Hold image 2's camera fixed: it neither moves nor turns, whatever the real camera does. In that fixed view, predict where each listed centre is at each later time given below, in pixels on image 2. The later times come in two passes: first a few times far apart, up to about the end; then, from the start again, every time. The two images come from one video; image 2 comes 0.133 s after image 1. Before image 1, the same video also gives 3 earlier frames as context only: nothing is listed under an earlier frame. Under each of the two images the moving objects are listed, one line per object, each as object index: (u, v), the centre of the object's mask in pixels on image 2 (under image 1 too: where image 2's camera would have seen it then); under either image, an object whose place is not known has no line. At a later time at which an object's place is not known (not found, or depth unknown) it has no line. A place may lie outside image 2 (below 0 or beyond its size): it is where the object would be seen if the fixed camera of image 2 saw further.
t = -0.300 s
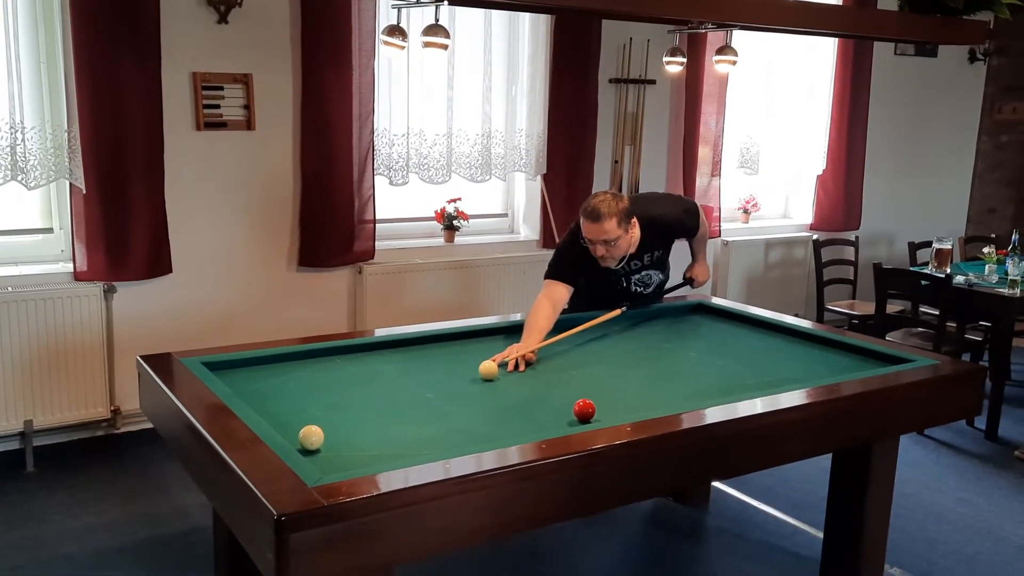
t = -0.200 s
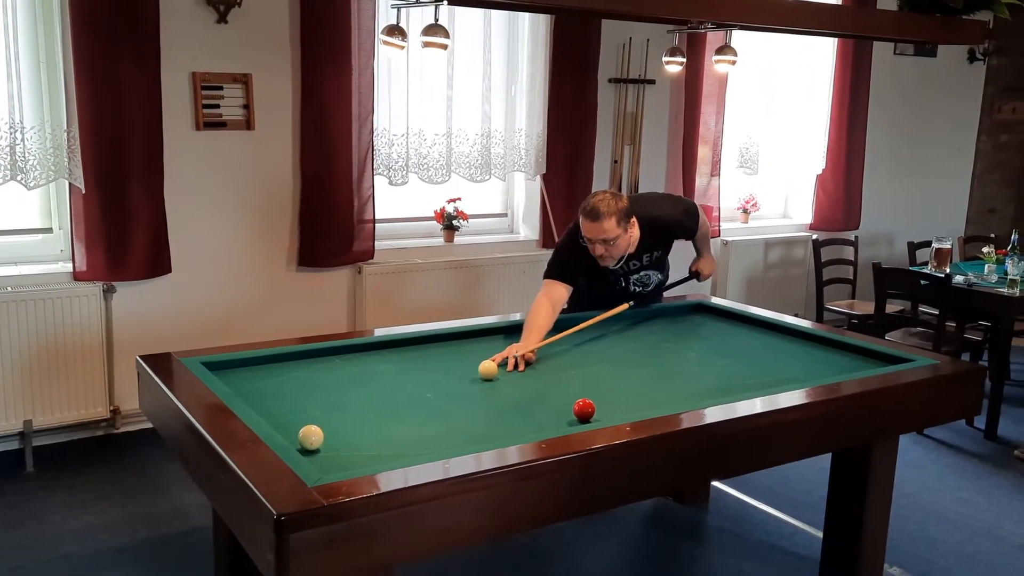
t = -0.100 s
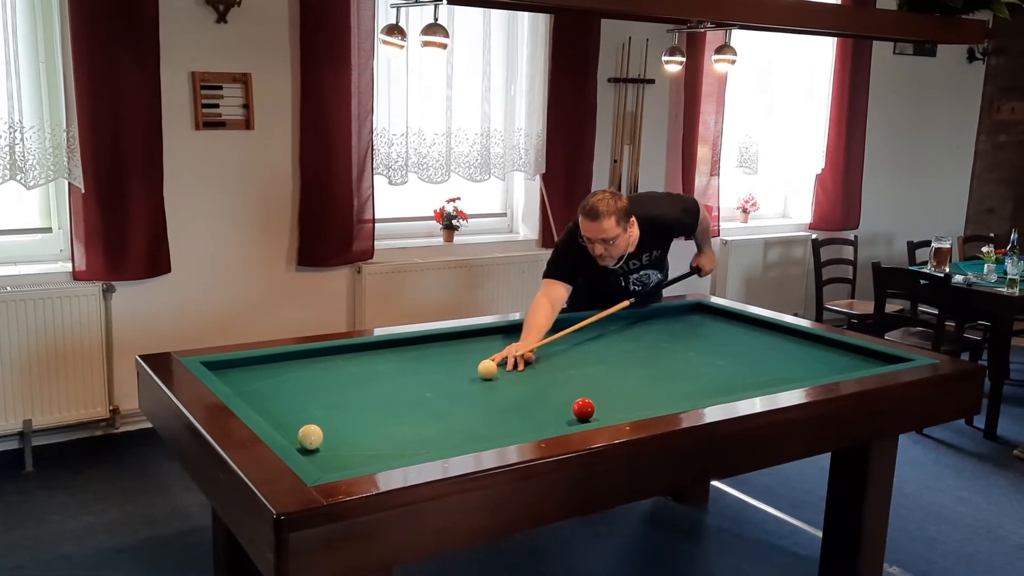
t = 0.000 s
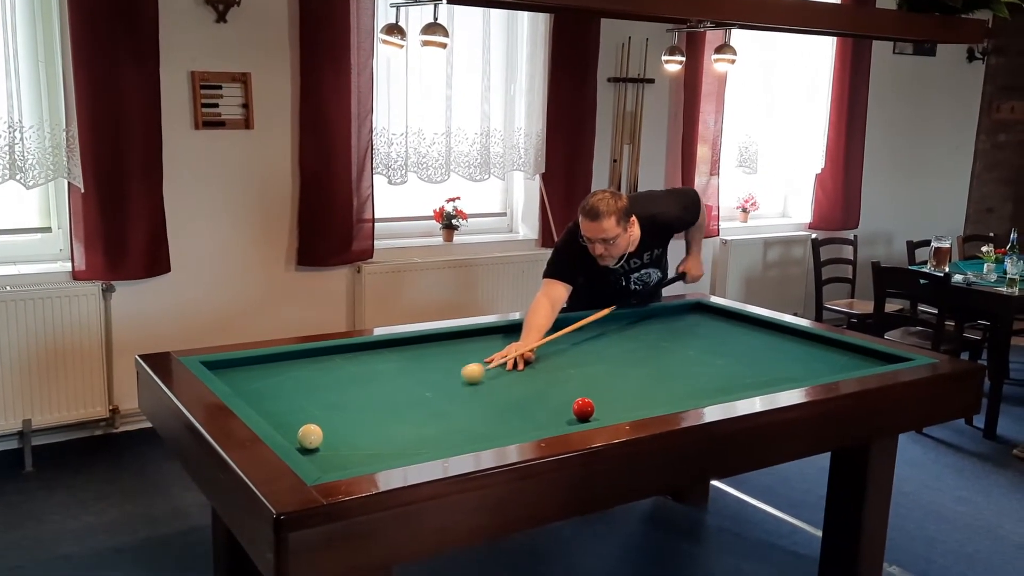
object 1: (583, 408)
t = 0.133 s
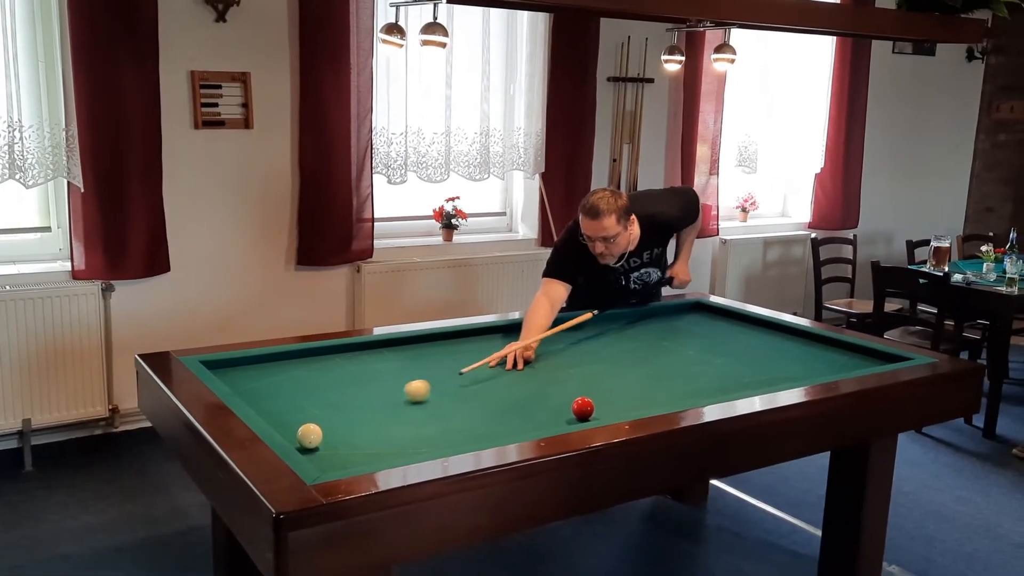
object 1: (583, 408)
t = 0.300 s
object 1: (583, 408)
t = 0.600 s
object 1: (583, 408)
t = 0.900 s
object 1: (583, 408)
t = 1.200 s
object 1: (583, 408)
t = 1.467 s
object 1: (609, 406)
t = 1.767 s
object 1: (653, 400)
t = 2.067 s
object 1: (695, 395)
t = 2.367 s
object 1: (722, 390)
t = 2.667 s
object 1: (743, 385)
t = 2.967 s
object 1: (762, 379)
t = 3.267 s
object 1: (779, 375)
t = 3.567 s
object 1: (796, 370)
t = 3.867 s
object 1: (811, 366)
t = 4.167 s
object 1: (824, 362)
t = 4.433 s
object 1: (835, 358)
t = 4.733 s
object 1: (846, 355)
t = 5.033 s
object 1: (857, 351)
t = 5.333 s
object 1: (859, 350)
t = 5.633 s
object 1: (849, 351)
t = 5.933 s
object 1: (842, 352)
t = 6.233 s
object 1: (835, 353)
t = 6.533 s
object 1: (829, 353)
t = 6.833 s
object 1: (823, 354)
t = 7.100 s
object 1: (819, 354)
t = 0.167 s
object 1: (583, 408)
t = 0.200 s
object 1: (583, 408)
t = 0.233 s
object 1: (583, 408)
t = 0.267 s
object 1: (583, 408)
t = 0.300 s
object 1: (583, 408)
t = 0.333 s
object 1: (583, 408)
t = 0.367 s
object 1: (583, 408)
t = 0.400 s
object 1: (583, 408)
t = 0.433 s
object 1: (583, 408)
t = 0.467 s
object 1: (583, 408)
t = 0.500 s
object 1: (583, 408)
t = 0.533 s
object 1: (583, 408)
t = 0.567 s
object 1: (583, 408)
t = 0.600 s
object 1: (583, 408)
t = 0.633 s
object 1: (583, 408)
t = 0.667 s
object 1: (583, 408)
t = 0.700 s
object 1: (583, 408)
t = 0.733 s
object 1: (583, 408)
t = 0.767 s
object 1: (583, 408)
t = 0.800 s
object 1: (583, 408)
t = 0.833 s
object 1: (583, 408)
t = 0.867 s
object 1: (583, 408)
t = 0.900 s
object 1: (583, 408)
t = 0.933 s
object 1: (583, 408)
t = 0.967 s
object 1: (583, 408)
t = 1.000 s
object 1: (583, 408)
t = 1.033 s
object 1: (583, 408)
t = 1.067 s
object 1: (583, 408)
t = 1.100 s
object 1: (583, 408)
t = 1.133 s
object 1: (583, 408)
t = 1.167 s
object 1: (583, 408)
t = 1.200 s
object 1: (583, 408)
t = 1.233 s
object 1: (583, 408)
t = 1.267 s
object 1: (583, 408)
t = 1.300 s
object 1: (583, 408)
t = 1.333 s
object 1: (586, 408)
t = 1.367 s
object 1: (593, 407)
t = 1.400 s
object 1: (599, 406)
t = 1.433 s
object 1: (604, 406)
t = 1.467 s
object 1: (609, 406)
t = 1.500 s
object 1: (614, 405)
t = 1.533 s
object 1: (619, 404)
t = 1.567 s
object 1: (624, 404)
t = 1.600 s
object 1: (629, 404)
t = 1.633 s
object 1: (634, 403)
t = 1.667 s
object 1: (639, 402)
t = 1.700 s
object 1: (644, 402)
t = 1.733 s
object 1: (648, 401)
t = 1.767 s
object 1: (653, 400)
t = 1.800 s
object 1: (658, 400)
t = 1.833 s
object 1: (663, 399)
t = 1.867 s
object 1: (667, 399)
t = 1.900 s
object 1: (672, 398)
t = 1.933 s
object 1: (677, 397)
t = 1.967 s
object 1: (681, 397)
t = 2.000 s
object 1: (686, 396)
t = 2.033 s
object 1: (690, 396)
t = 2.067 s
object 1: (695, 395)
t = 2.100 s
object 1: (699, 394)
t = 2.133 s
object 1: (703, 394)
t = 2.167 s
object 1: (707, 393)
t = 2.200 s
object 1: (710, 393)
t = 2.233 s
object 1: (712, 392)
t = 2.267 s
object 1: (714, 391)
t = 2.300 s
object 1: (717, 391)
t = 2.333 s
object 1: (719, 390)
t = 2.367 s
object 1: (722, 390)
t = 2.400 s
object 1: (724, 389)
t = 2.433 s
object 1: (727, 388)
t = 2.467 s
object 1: (729, 388)
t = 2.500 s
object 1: (731, 387)
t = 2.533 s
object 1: (733, 387)
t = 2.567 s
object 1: (736, 386)
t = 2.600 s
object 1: (738, 386)
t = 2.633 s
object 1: (740, 385)
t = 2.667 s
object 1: (743, 385)
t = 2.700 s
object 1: (745, 384)
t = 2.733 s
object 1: (747, 384)
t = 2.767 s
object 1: (749, 383)
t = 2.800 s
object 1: (752, 382)
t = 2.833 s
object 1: (754, 382)
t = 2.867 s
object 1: (756, 381)
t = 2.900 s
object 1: (758, 381)
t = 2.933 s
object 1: (760, 380)
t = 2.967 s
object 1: (762, 379)
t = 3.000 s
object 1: (764, 379)
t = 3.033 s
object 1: (766, 378)
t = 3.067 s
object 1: (768, 378)
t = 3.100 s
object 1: (770, 377)
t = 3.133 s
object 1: (772, 377)
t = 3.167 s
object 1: (774, 376)
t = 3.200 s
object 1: (776, 376)
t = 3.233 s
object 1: (777, 375)
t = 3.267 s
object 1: (779, 375)
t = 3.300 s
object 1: (781, 374)
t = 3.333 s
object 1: (783, 374)
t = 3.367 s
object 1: (785, 374)
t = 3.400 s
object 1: (787, 372)
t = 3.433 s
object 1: (789, 372)
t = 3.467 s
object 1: (791, 372)
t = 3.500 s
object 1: (792, 371)
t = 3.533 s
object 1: (794, 371)
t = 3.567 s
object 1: (796, 370)
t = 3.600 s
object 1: (798, 370)
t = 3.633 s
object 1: (799, 370)
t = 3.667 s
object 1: (801, 369)
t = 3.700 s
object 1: (803, 369)
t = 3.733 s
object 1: (805, 368)
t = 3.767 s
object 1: (806, 367)
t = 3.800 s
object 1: (808, 367)
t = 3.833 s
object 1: (809, 366)
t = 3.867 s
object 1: (811, 366)
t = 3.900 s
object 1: (813, 365)
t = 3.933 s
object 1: (814, 365)
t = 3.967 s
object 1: (816, 364)
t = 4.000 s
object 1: (817, 364)
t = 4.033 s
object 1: (818, 363)
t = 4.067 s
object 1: (820, 363)
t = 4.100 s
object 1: (821, 362)
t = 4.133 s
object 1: (823, 362)
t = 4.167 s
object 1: (824, 362)
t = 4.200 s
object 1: (826, 361)
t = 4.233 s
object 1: (827, 361)
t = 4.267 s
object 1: (828, 360)
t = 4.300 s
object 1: (830, 360)
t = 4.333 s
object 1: (831, 360)
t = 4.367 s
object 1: (832, 359)
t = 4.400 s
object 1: (834, 359)
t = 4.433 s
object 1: (835, 358)
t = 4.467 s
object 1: (836, 358)
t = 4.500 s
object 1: (838, 358)
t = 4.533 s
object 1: (839, 357)
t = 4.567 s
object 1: (840, 357)
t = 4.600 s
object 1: (841, 356)
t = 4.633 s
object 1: (843, 356)
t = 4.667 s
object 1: (844, 355)
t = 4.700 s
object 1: (845, 355)
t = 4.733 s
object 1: (846, 355)
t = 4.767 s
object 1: (847, 355)
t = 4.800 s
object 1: (849, 354)
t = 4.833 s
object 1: (850, 354)
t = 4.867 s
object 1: (851, 353)
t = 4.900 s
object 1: (852, 353)
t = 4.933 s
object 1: (853, 352)
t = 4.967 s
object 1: (854, 352)
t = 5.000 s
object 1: (855, 352)
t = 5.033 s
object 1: (857, 351)
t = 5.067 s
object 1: (858, 351)
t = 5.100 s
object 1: (859, 351)
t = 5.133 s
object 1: (860, 350)
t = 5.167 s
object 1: (861, 350)
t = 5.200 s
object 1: (862, 350)
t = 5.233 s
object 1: (862, 350)
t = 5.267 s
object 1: (861, 350)
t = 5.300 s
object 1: (860, 350)
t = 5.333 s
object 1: (859, 350)
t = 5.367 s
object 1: (858, 350)
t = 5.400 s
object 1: (857, 350)
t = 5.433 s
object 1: (856, 350)
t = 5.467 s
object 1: (855, 350)
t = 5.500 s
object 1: (854, 350)
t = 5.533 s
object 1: (853, 350)
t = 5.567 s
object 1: (852, 350)
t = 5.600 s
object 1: (850, 350)
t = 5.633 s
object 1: (849, 351)
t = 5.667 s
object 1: (849, 351)
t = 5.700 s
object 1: (848, 351)
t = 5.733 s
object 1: (847, 351)
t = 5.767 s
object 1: (846, 351)
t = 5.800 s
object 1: (845, 351)
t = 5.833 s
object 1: (844, 351)
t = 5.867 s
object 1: (844, 351)
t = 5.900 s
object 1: (843, 351)
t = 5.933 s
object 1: (842, 352)
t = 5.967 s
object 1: (841, 352)
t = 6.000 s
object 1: (840, 352)
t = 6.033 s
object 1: (839, 352)
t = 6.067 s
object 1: (839, 352)
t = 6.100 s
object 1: (838, 352)
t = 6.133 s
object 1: (837, 352)
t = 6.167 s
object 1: (836, 352)
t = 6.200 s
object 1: (836, 352)
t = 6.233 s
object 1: (835, 353)
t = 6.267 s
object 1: (834, 353)
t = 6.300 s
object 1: (834, 353)
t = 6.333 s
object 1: (833, 353)
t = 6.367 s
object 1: (832, 353)
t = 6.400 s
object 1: (832, 353)
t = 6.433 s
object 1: (831, 353)
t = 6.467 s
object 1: (830, 353)
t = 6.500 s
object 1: (829, 353)
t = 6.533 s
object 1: (829, 353)
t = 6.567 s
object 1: (828, 354)
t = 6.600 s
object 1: (828, 354)
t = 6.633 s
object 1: (827, 354)
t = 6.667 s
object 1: (826, 354)
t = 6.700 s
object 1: (826, 354)
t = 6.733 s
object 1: (825, 354)
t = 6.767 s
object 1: (825, 354)
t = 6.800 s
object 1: (824, 354)
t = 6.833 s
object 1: (823, 354)
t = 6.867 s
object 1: (823, 354)
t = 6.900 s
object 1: (822, 354)
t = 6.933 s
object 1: (822, 354)
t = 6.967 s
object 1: (821, 354)
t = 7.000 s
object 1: (821, 354)
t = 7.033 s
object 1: (820, 354)
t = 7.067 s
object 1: (820, 354)
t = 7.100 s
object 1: (819, 354)
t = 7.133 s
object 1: (819, 354)
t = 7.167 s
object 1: (819, 354)
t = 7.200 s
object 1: (818, 354)
